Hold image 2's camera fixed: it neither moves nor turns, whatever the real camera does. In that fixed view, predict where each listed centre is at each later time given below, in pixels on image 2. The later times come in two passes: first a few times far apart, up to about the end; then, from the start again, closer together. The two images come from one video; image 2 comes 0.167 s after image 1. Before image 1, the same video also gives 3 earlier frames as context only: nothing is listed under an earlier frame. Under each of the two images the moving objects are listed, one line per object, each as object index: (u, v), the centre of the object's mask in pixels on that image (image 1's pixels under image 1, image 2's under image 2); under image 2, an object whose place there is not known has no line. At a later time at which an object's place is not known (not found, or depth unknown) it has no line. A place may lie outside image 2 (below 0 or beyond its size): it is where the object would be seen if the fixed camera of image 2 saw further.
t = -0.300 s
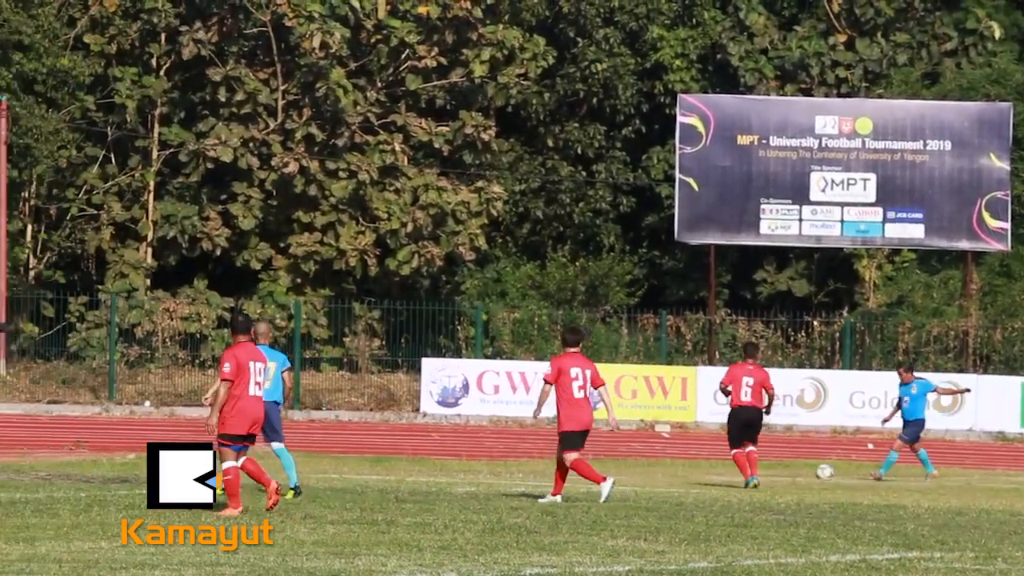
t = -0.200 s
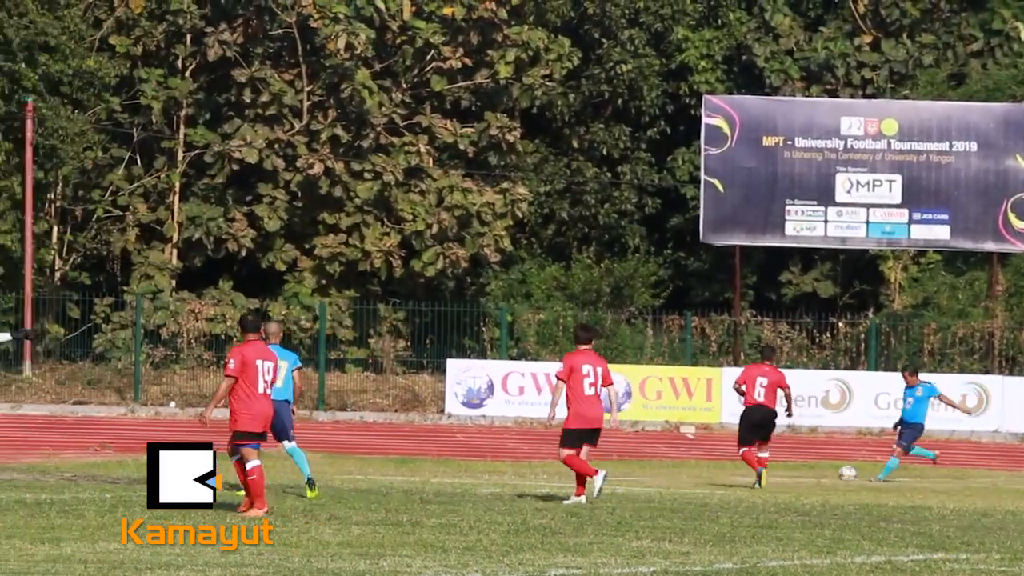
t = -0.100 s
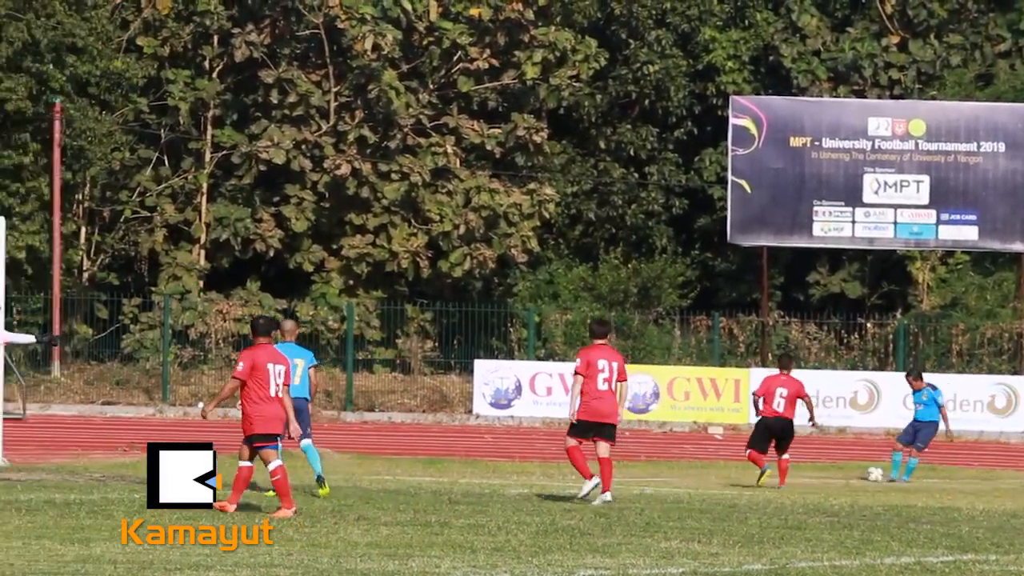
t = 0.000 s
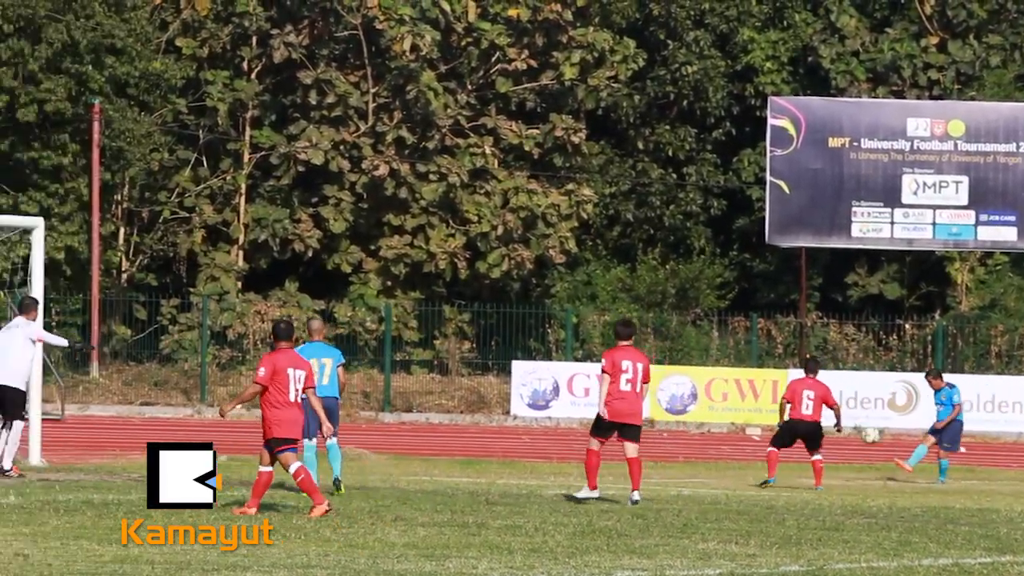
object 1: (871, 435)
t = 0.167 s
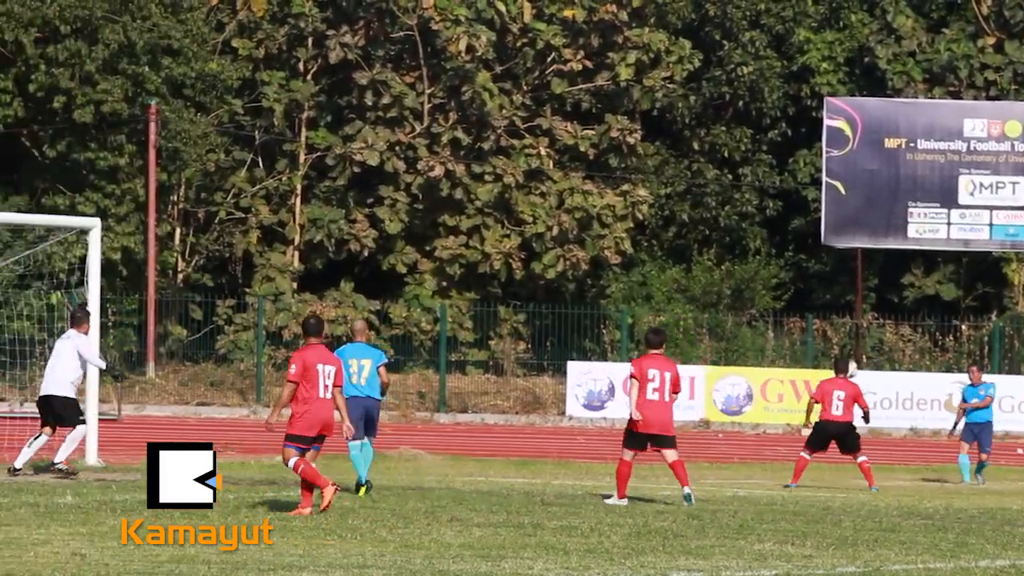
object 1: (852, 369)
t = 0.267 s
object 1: (804, 338)
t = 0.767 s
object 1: (606, 315)
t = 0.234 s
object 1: (819, 347)
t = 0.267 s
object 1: (804, 338)
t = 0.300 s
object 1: (789, 330)
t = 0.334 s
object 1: (775, 322)
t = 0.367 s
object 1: (761, 316)
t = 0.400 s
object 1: (747, 310)
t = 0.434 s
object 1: (734, 306)
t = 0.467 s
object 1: (720, 302)
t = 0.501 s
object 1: (706, 299)
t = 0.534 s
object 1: (694, 297)
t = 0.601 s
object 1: (668, 297)
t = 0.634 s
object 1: (656, 298)
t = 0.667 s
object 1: (643, 300)
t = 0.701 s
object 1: (631, 304)
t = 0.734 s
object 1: (618, 309)
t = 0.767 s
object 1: (606, 315)
